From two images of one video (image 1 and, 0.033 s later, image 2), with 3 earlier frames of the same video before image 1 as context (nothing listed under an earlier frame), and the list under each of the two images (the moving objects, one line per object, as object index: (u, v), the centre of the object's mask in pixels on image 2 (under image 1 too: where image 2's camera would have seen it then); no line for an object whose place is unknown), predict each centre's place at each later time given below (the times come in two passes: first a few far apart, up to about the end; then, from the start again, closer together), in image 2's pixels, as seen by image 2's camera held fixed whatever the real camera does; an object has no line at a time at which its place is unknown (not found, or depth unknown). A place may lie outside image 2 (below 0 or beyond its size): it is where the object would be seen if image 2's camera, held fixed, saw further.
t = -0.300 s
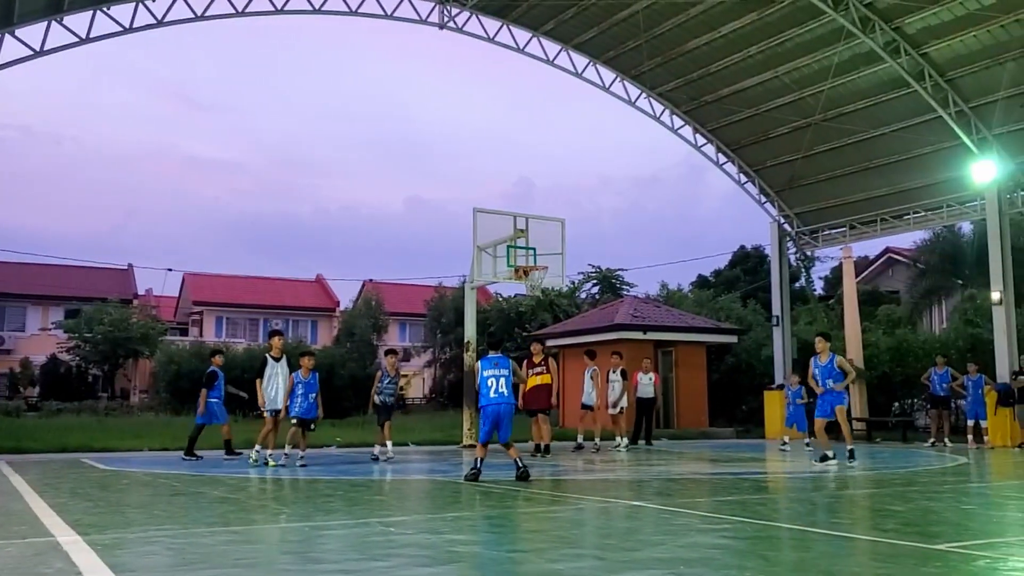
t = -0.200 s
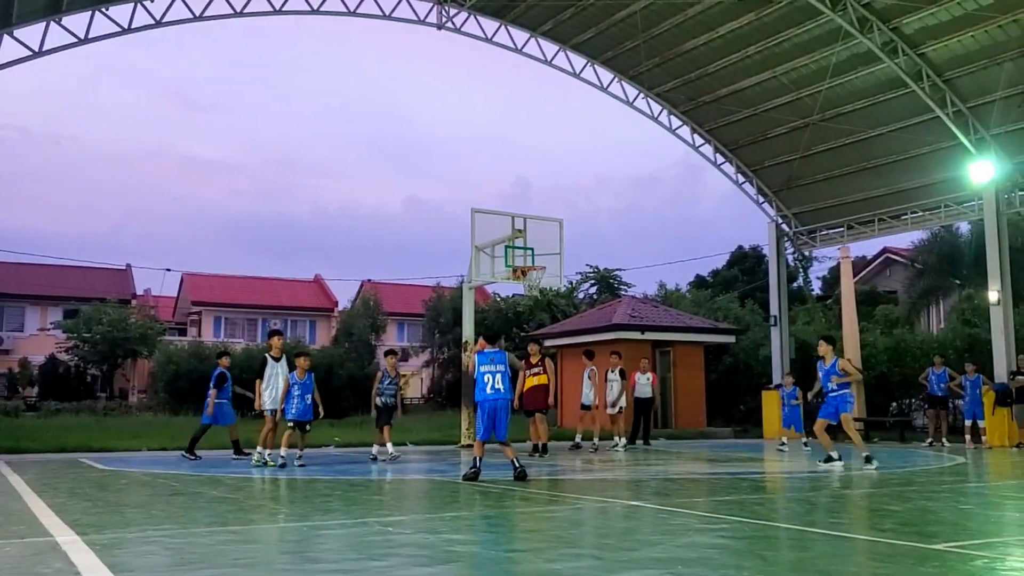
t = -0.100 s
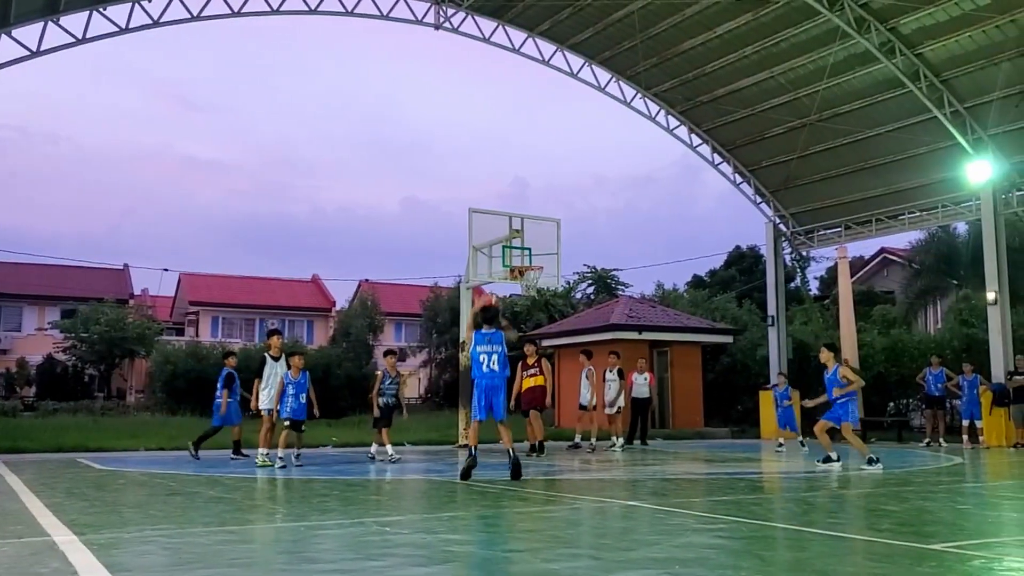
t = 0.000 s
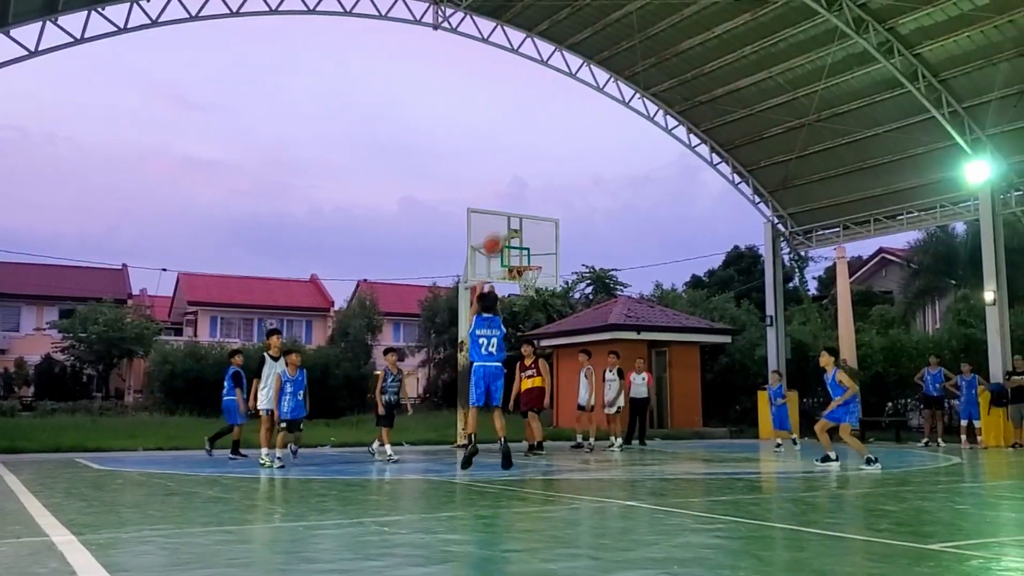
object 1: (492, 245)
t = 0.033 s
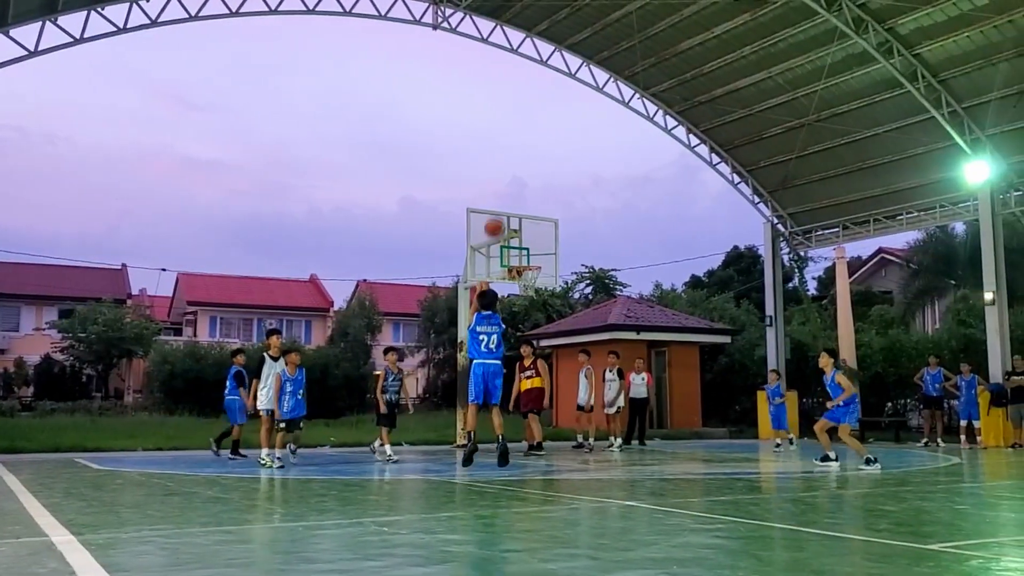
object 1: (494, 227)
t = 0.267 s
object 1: (505, 144)
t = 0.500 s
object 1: (513, 115)
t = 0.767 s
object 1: (518, 130)
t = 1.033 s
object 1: (522, 185)
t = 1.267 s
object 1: (525, 258)
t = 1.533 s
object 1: (533, 272)
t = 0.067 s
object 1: (496, 210)
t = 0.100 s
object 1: (498, 196)
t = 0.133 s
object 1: (499, 184)
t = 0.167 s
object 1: (501, 172)
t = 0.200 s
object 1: (502, 161)
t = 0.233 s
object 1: (504, 152)
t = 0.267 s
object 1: (505, 144)
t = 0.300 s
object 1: (506, 137)
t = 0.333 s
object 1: (507, 131)
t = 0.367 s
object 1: (508, 126)
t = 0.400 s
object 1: (510, 122)
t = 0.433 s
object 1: (511, 118)
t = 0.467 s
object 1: (512, 116)
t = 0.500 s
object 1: (513, 115)
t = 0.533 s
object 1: (513, 114)
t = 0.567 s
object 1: (514, 114)
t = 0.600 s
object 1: (515, 115)
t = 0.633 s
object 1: (516, 117)
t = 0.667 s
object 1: (517, 119)
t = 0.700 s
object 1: (517, 122)
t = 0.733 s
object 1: (518, 126)
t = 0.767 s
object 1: (518, 130)
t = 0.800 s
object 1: (519, 135)
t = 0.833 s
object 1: (519, 140)
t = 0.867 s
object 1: (520, 147)
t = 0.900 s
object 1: (521, 153)
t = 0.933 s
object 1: (521, 160)
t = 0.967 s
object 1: (521, 168)
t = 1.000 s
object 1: (522, 176)
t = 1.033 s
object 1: (522, 185)
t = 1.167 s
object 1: (524, 224)
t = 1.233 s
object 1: (525, 246)
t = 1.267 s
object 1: (525, 258)
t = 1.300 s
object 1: (526, 269)
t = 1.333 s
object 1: (531, 274)
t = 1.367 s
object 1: (531, 279)
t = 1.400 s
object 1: (532, 278)
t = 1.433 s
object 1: (533, 276)
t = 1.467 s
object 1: (532, 275)
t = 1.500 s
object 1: (532, 273)
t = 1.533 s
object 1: (533, 272)
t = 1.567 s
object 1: (532, 273)
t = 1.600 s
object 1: (532, 273)
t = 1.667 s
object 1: (532, 277)
